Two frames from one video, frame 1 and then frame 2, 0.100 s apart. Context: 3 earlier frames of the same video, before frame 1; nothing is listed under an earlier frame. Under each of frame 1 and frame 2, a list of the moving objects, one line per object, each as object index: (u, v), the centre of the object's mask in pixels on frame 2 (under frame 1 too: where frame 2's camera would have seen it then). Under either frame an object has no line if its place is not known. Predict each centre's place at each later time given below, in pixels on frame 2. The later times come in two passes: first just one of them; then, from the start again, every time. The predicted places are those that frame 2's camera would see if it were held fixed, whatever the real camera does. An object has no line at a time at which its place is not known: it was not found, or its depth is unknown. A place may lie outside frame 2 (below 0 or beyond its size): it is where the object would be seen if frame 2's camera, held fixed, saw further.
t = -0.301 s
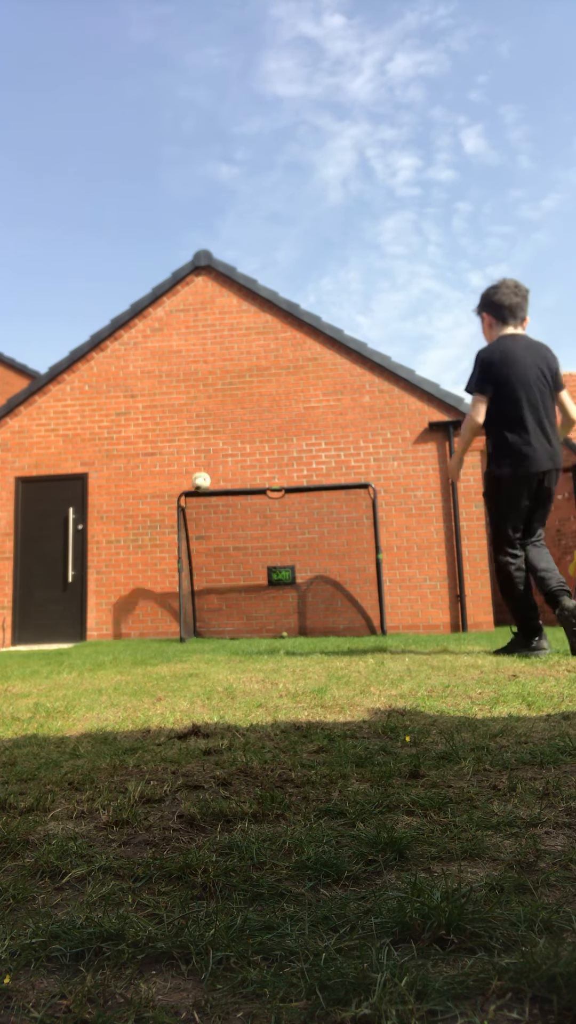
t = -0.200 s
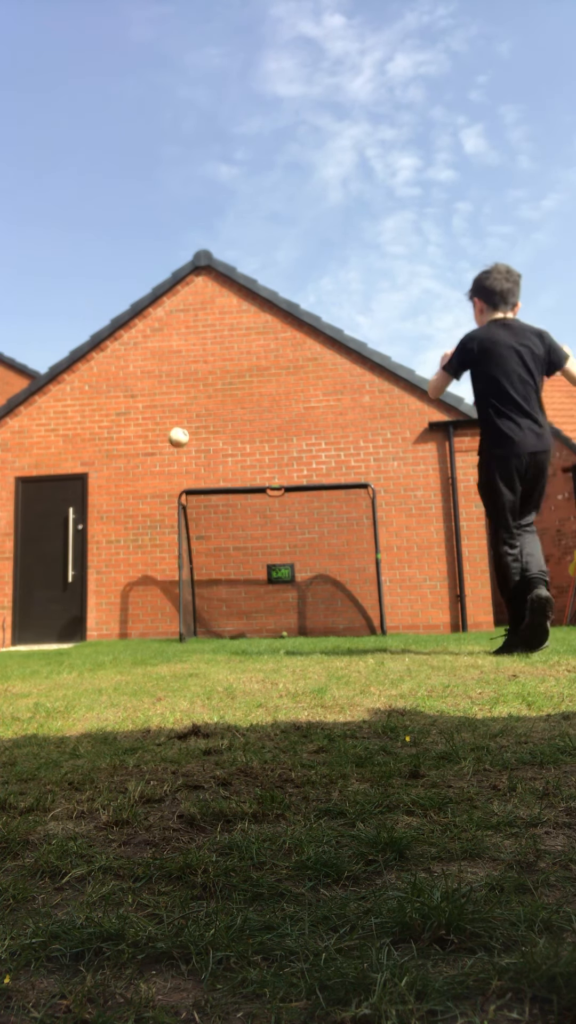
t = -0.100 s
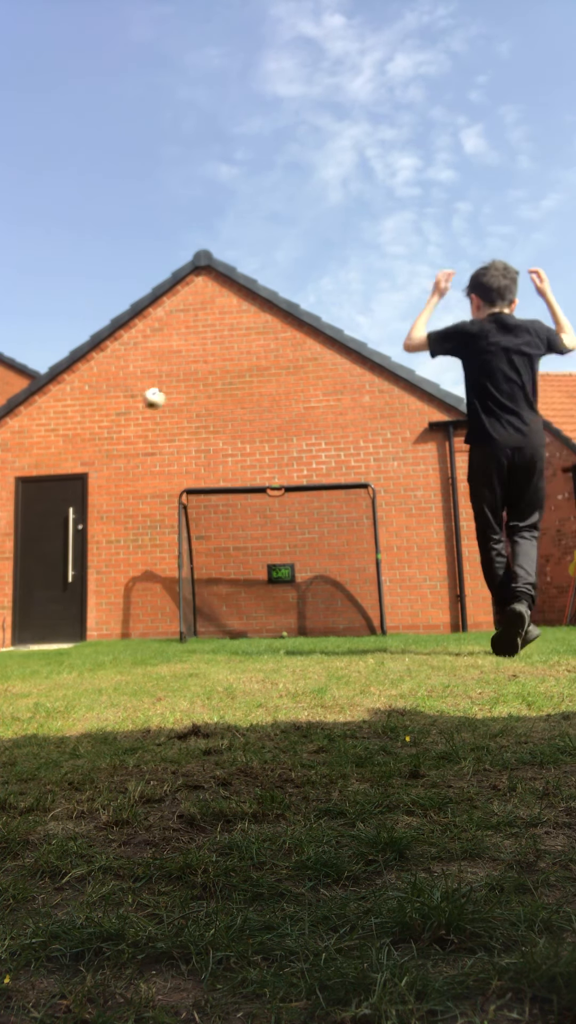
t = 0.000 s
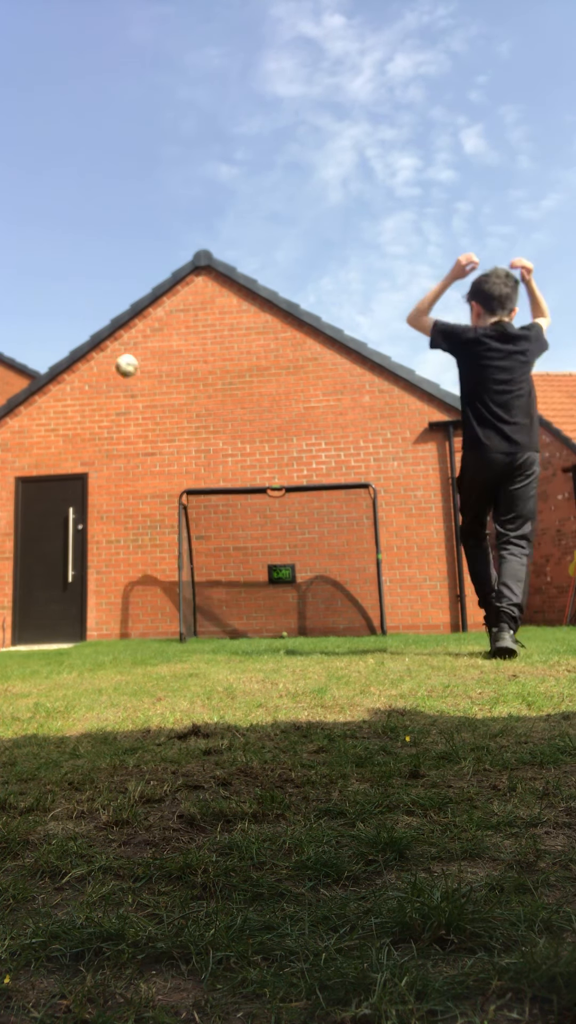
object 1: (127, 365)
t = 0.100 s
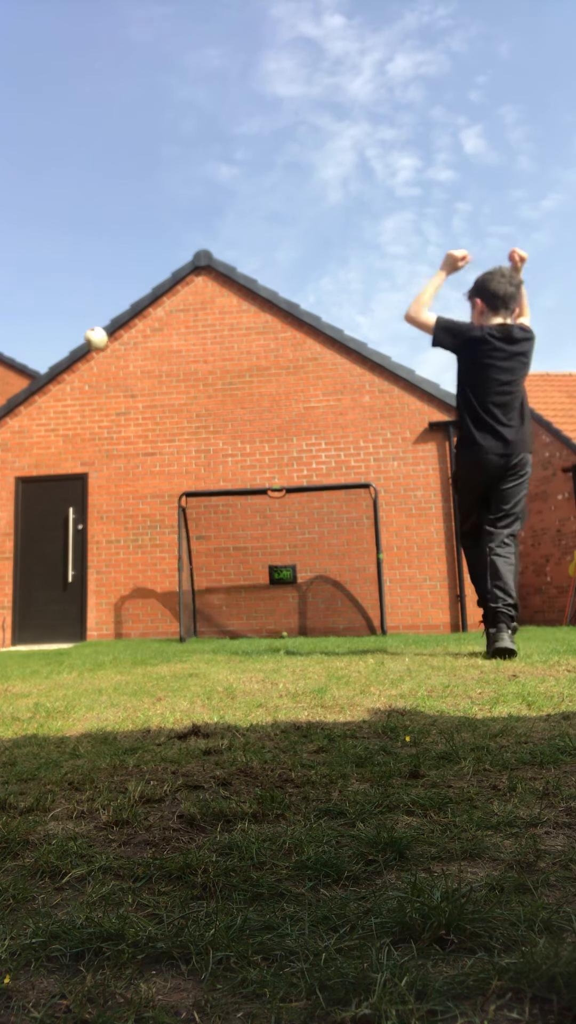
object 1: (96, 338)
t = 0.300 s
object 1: (23, 310)
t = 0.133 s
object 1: (85, 332)
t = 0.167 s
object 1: (74, 325)
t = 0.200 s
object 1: (62, 320)
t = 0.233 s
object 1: (49, 315)
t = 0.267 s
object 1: (37, 312)
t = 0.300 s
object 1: (23, 310)
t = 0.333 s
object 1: (11, 309)
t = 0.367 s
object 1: (3, 309)
